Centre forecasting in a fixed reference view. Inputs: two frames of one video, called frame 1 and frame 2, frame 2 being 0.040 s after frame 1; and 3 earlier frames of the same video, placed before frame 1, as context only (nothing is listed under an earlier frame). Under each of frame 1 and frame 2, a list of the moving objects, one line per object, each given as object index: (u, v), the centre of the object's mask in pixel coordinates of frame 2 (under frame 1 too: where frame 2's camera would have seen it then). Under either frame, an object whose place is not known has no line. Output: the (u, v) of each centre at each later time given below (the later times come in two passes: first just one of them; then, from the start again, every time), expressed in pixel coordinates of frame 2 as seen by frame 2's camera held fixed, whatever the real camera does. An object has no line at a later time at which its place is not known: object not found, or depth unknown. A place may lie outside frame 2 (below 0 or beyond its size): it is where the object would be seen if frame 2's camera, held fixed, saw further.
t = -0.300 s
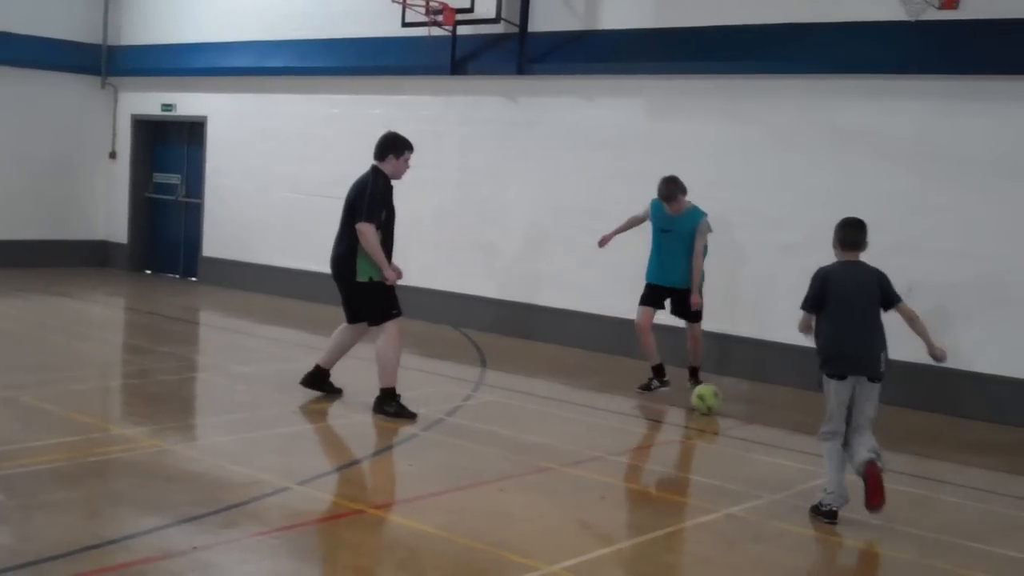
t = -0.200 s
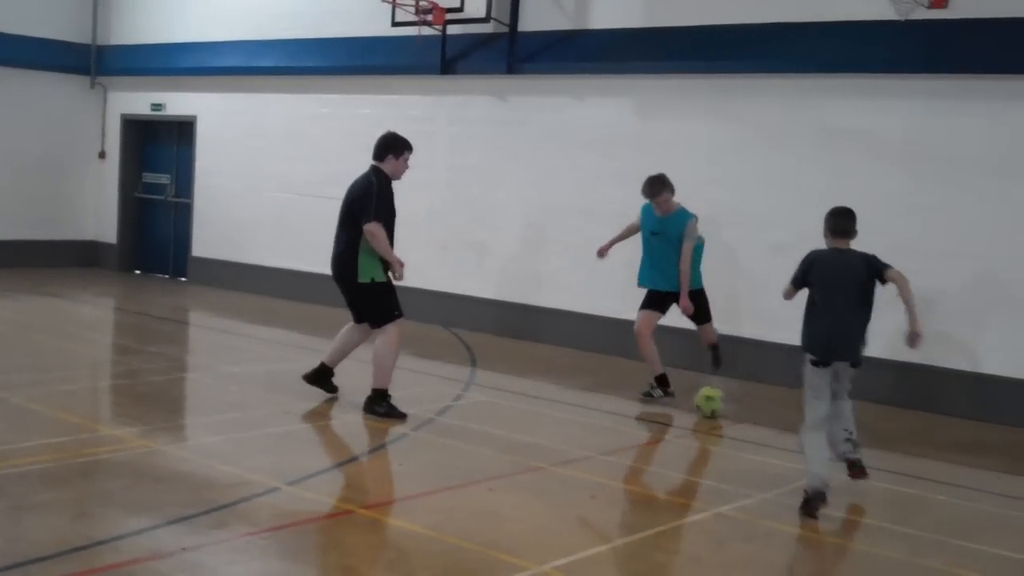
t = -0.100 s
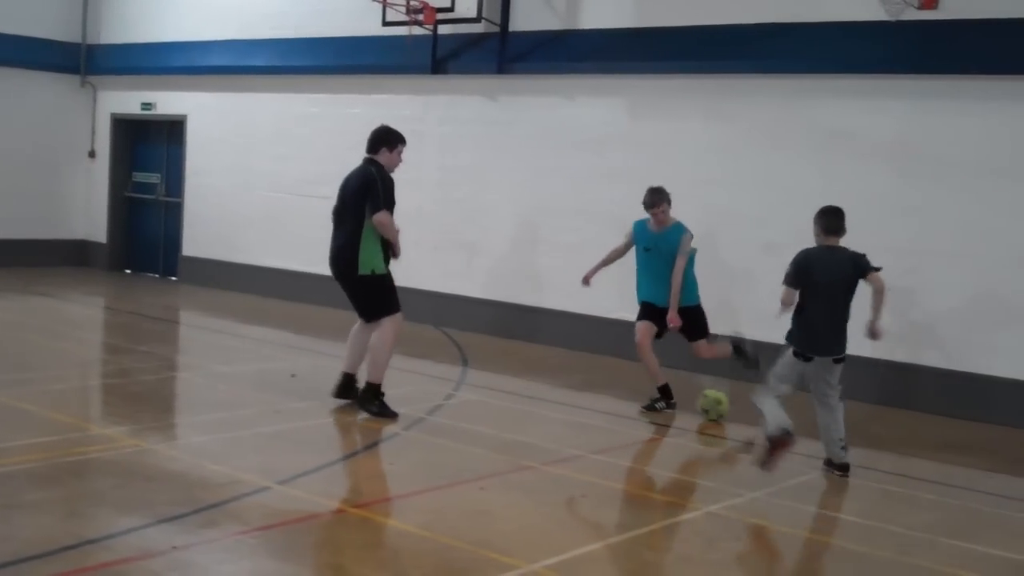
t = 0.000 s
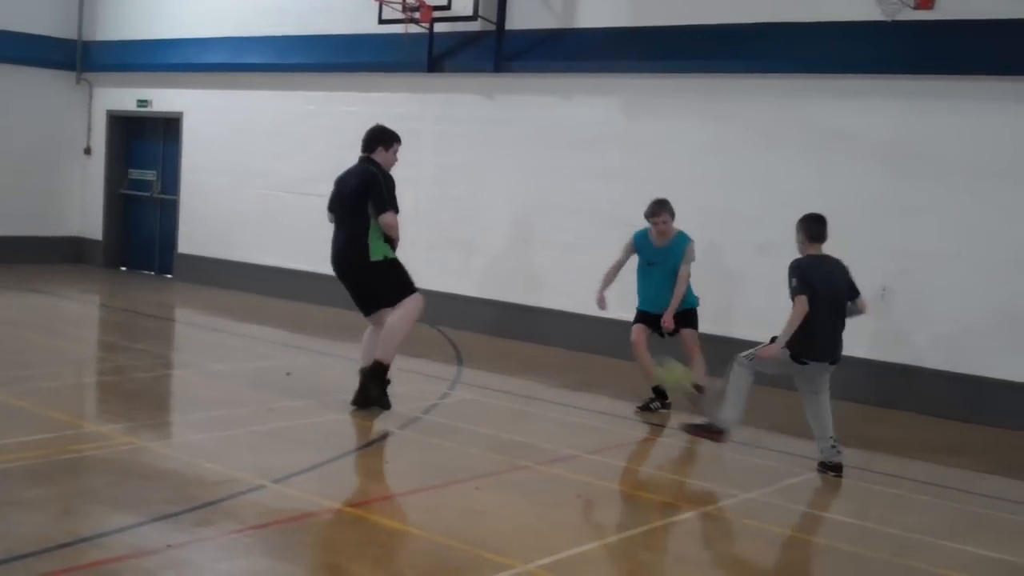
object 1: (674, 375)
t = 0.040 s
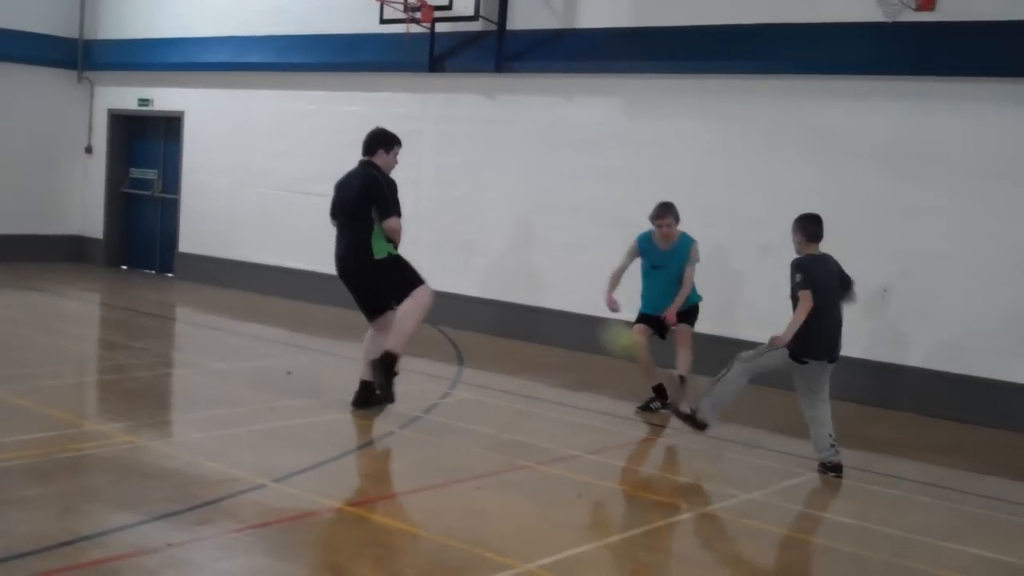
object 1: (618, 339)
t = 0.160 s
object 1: (456, 239)
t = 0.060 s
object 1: (599, 326)
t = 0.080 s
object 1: (573, 307)
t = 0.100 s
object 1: (545, 290)
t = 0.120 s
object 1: (518, 274)
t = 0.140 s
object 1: (487, 256)
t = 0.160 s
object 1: (456, 239)
